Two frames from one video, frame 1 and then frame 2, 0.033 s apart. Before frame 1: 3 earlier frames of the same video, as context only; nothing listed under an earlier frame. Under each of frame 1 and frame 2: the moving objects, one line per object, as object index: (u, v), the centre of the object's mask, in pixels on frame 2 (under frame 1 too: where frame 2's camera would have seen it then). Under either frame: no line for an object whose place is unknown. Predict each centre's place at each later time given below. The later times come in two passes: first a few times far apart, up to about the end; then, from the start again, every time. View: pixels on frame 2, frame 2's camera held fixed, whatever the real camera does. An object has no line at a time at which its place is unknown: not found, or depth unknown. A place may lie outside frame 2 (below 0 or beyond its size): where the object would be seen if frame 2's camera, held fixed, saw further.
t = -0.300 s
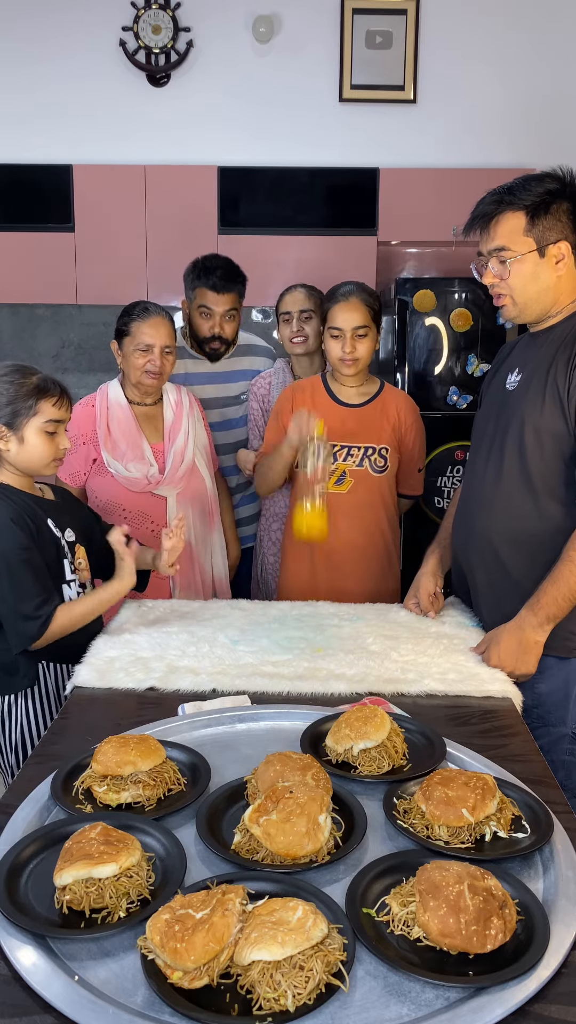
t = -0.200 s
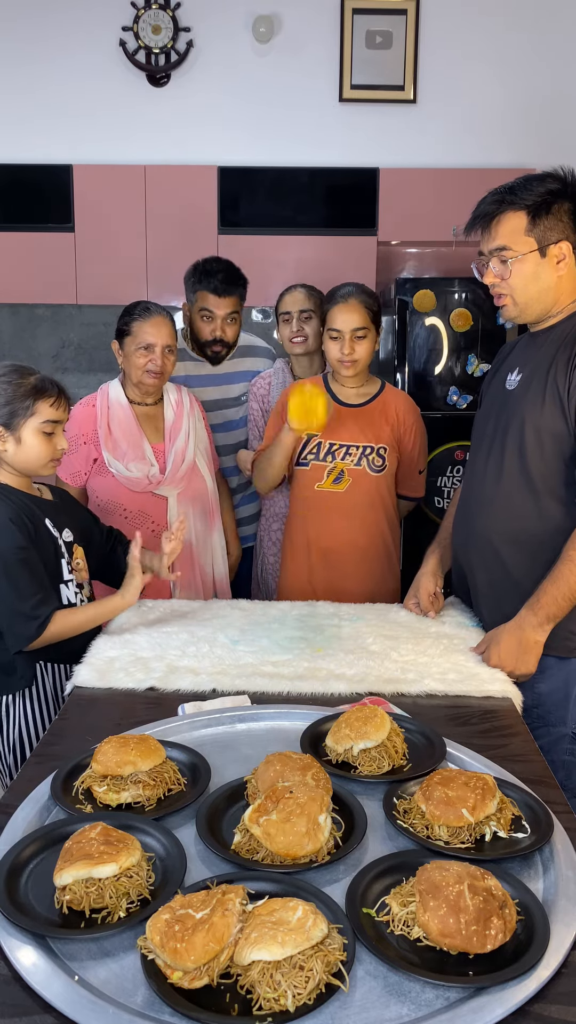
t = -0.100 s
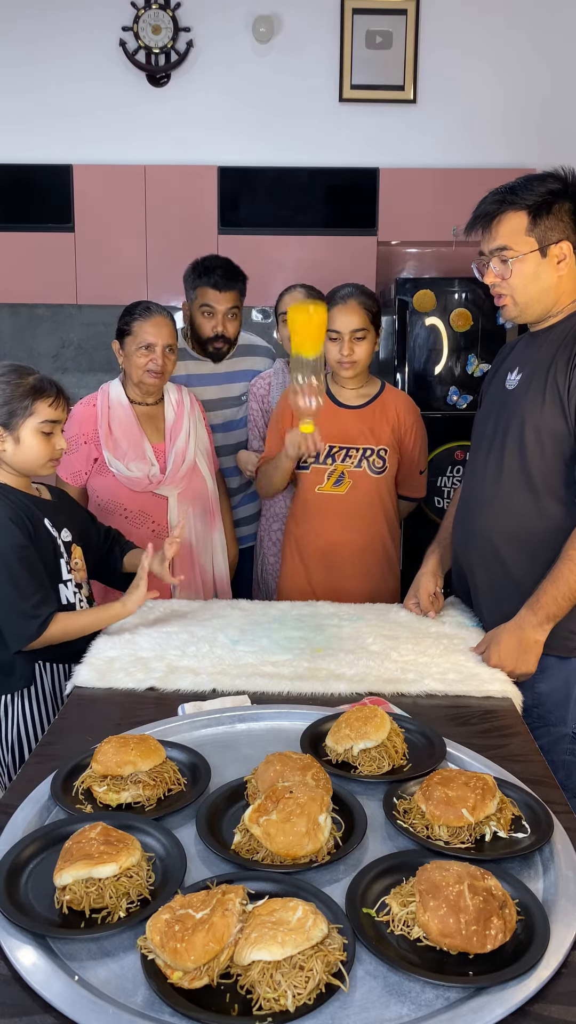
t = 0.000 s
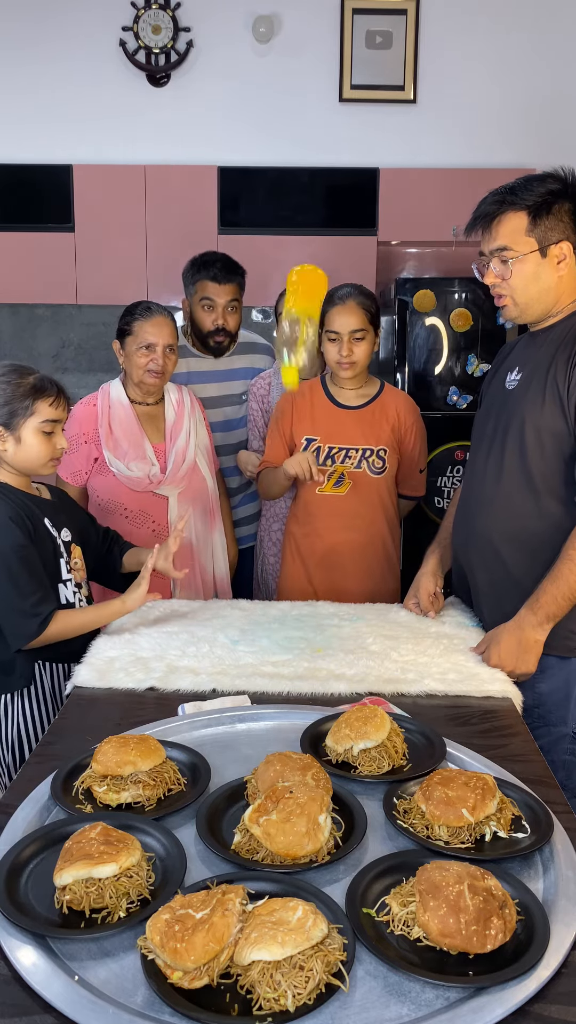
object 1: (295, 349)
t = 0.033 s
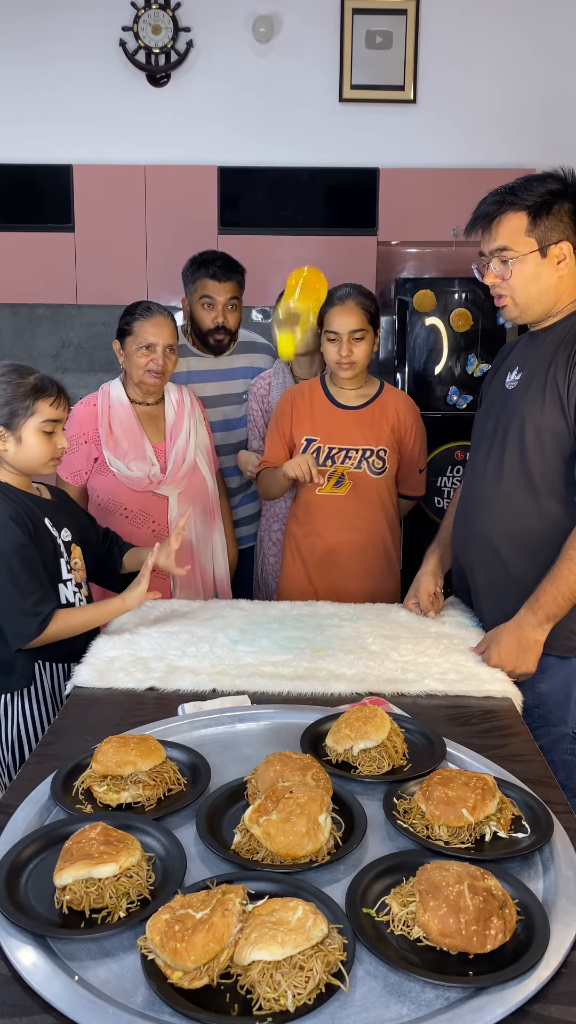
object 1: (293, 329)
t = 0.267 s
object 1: (292, 443)
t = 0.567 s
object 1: (290, 605)
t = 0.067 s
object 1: (299, 306)
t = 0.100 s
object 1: (305, 318)
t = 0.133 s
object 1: (297, 323)
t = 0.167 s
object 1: (300, 356)
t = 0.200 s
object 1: (299, 383)
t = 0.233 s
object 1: (293, 399)
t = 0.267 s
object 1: (292, 443)
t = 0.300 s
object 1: (291, 487)
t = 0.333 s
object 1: (290, 539)
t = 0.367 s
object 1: (289, 604)
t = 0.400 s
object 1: (290, 605)
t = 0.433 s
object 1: (290, 605)
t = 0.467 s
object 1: (291, 604)
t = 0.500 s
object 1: (291, 605)
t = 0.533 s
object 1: (291, 604)
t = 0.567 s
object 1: (290, 605)
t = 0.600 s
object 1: (289, 607)
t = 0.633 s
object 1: (289, 607)
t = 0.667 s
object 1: (289, 606)
